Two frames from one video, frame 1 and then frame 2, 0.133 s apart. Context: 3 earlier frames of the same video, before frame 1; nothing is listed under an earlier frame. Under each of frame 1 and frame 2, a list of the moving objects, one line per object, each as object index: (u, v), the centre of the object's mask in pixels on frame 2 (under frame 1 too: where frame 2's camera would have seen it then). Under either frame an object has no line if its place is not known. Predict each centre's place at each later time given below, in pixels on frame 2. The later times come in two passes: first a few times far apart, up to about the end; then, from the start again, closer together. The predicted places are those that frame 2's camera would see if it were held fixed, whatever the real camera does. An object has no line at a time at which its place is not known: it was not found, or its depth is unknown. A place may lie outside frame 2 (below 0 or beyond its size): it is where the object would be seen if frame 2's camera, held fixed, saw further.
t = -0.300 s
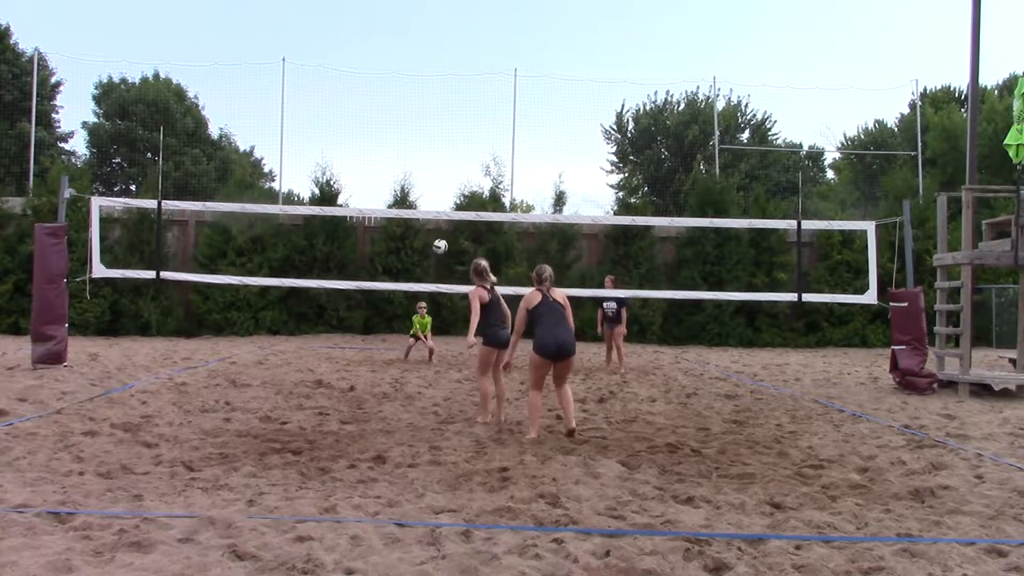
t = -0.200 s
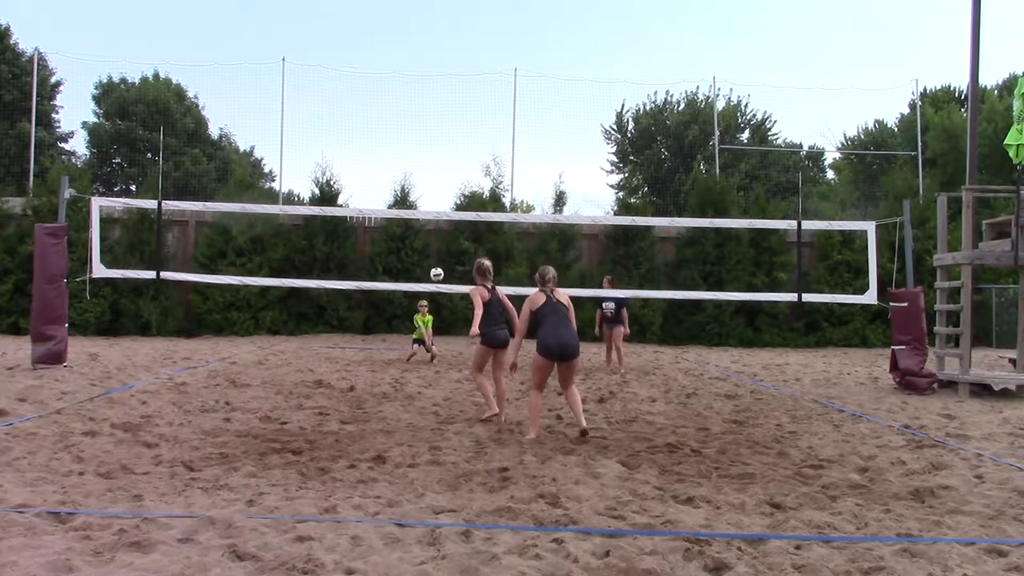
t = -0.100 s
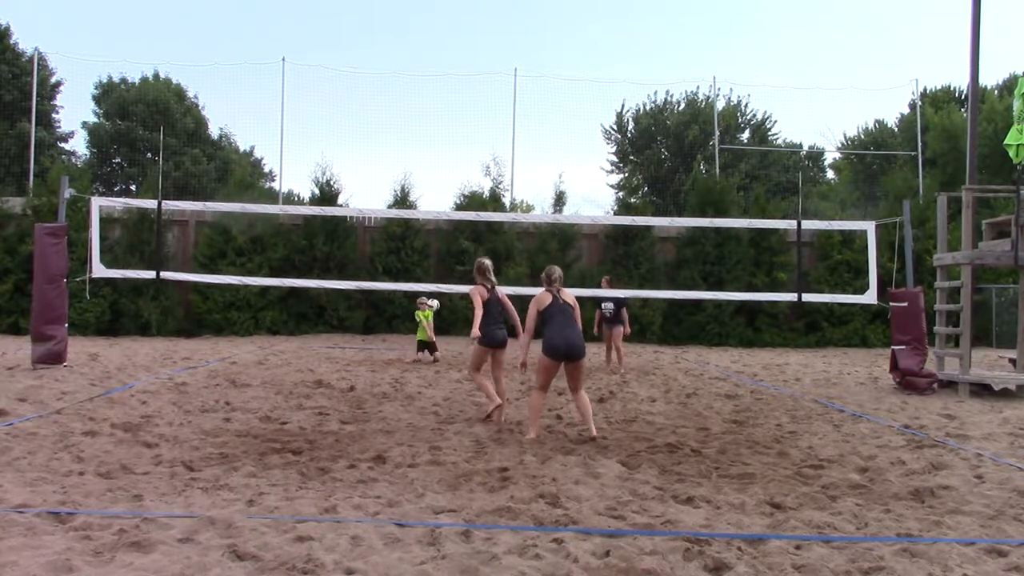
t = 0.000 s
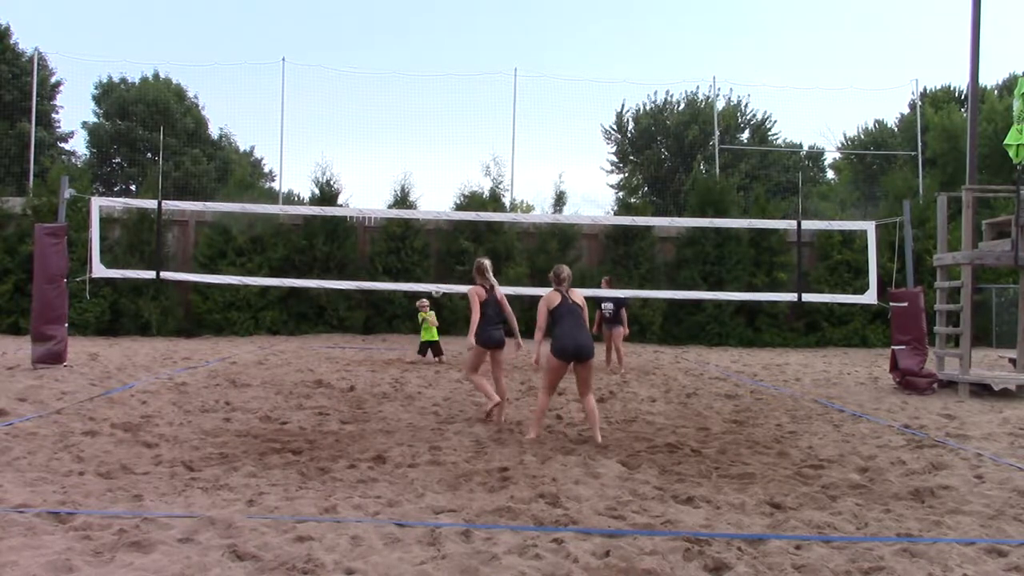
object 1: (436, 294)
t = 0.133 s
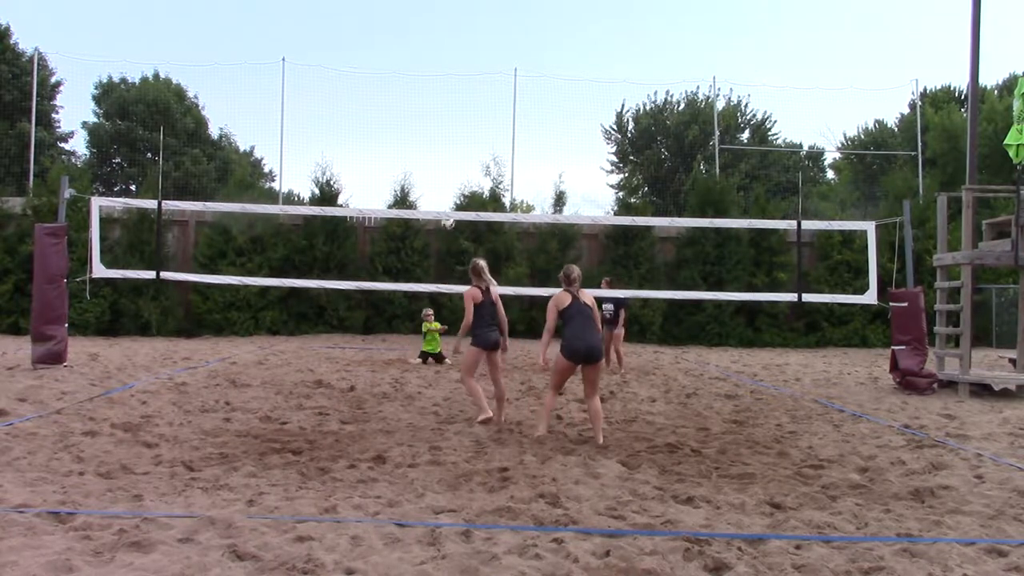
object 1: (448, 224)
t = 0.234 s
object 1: (457, 177)
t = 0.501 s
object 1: (480, 79)
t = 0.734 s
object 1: (502, 24)
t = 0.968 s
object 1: (523, 4)
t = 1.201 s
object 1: (546, 14)
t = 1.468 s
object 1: (573, 79)
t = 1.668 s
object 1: (595, 165)
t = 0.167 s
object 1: (451, 206)
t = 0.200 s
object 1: (453, 192)
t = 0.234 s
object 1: (457, 177)
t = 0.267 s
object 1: (459, 163)
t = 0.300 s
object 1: (463, 149)
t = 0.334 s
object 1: (465, 136)
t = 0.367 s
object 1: (468, 123)
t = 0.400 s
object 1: (471, 112)
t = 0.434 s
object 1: (475, 100)
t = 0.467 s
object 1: (477, 89)
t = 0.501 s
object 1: (480, 79)
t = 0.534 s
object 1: (483, 69)
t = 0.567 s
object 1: (486, 60)
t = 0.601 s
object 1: (489, 52)
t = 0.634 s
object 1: (492, 43)
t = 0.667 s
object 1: (495, 37)
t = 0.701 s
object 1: (498, 30)
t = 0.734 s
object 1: (502, 24)
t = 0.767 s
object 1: (505, 19)
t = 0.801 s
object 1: (508, 14)
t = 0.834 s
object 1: (510, 10)
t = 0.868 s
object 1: (514, 7)
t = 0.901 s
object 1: (517, 5)
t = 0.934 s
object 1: (520, 4)
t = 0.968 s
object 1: (523, 4)
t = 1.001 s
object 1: (526, 4)
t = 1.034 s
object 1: (530, 4)
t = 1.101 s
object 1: (536, 5)
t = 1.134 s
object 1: (539, 7)
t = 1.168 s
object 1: (542, 10)
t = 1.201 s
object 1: (546, 14)
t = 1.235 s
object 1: (550, 20)
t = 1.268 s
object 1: (553, 25)
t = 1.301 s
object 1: (556, 33)
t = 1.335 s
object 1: (559, 40)
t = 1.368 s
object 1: (563, 48)
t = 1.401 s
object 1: (566, 57)
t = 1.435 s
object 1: (570, 68)
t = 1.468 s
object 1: (573, 79)
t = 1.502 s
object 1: (577, 91)
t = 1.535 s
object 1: (580, 104)
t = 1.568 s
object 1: (584, 117)
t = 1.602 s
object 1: (587, 132)
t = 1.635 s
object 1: (591, 148)
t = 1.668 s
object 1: (595, 165)
